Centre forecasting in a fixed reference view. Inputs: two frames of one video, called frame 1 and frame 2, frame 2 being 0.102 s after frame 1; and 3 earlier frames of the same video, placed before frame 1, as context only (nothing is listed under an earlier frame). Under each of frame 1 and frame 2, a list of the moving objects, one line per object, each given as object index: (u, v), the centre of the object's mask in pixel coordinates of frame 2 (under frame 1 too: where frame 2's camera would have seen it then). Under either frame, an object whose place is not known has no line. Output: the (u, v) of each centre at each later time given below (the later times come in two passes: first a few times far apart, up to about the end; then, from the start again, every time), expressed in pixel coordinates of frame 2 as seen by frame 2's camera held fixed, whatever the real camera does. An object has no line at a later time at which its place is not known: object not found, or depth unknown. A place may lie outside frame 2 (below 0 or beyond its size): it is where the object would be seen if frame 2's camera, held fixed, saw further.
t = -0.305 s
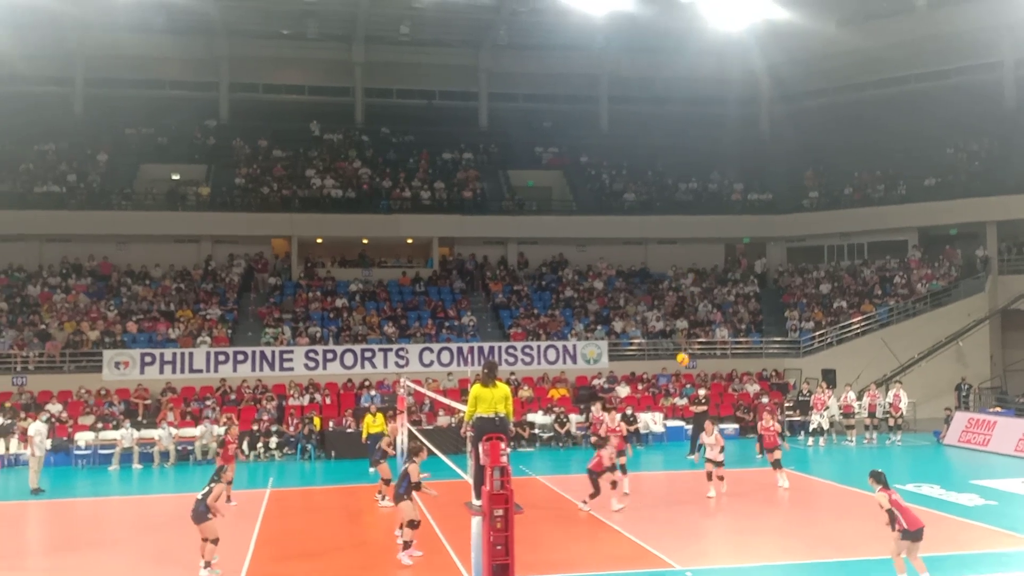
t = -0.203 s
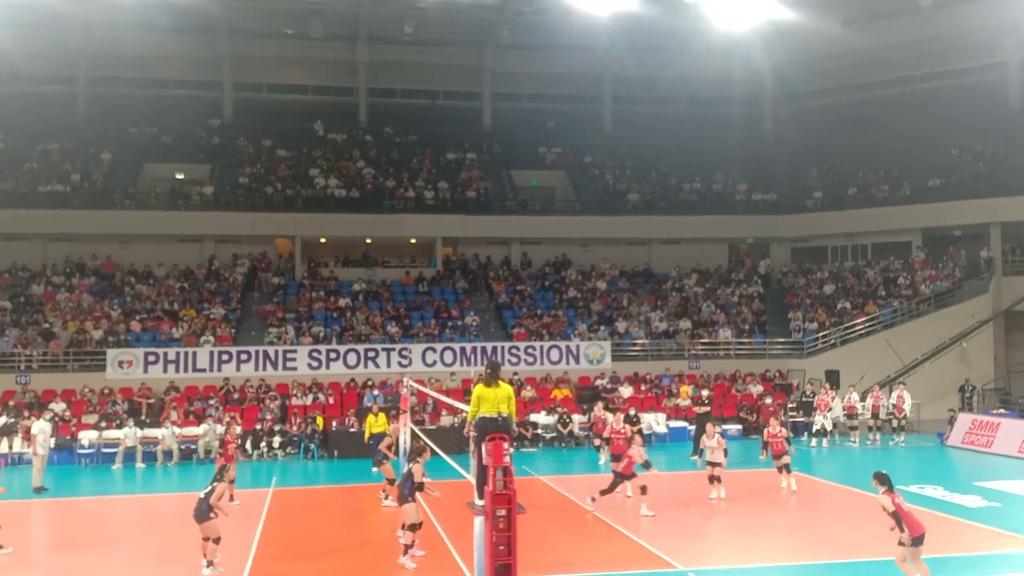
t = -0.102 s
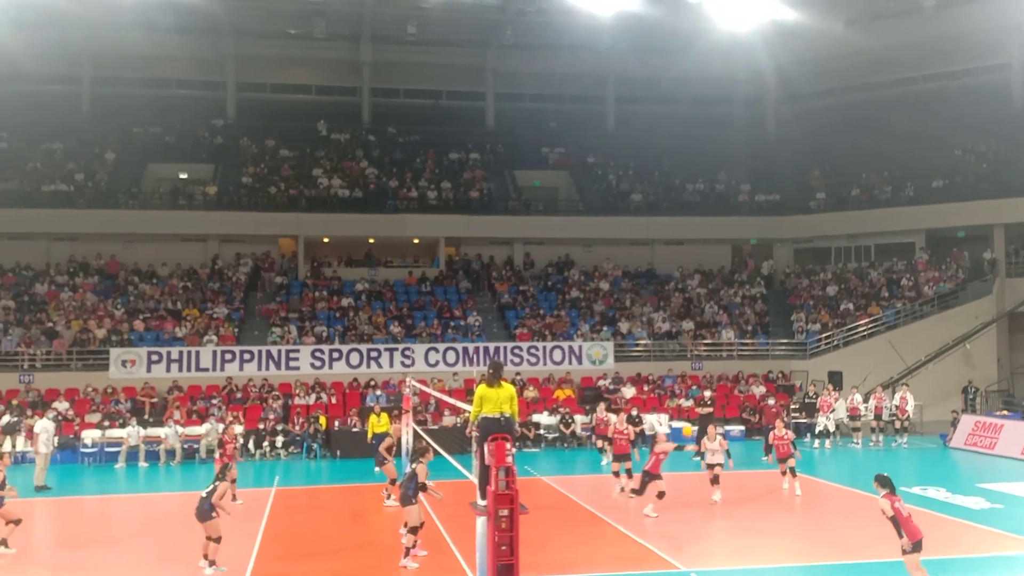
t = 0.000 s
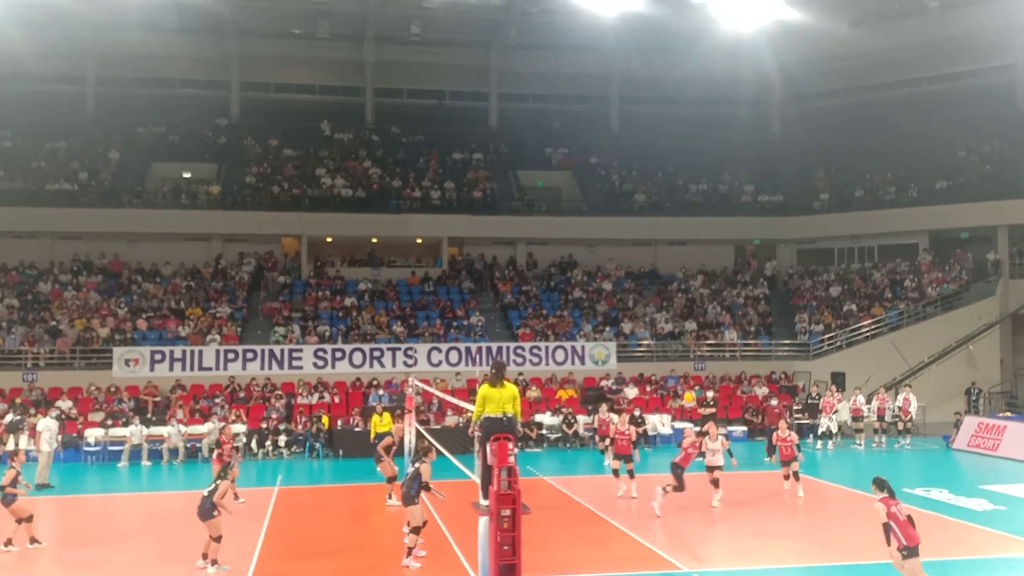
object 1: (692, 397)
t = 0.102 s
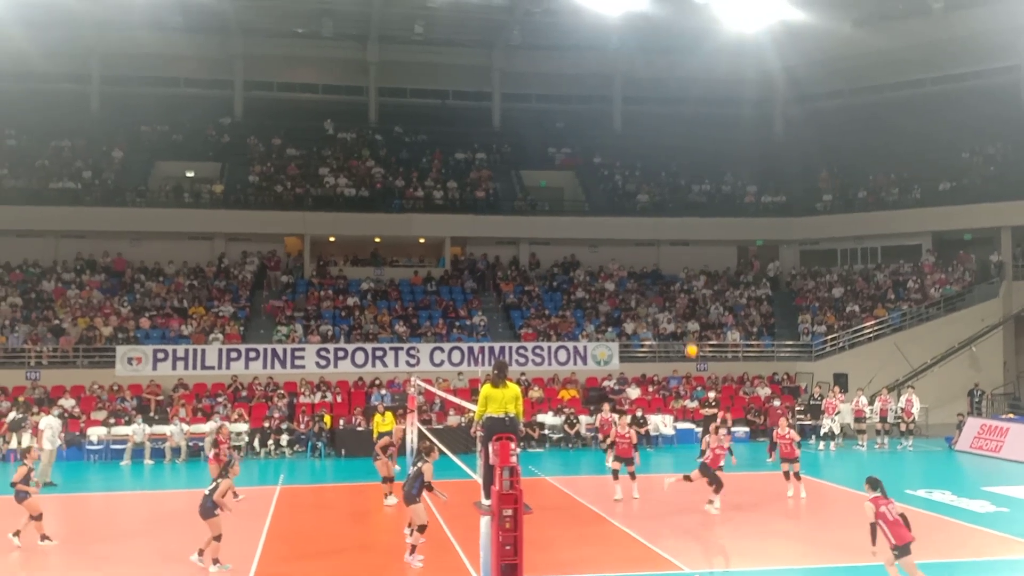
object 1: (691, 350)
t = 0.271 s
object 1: (689, 282)
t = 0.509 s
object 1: (685, 210)
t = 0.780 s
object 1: (679, 163)
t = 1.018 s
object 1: (671, 161)
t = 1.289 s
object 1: (664, 209)
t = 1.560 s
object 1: (658, 314)
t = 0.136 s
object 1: (691, 336)
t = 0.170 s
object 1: (691, 322)
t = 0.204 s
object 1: (690, 308)
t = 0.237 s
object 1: (690, 295)
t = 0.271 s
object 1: (689, 282)
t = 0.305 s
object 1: (688, 271)
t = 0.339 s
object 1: (688, 259)
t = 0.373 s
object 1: (687, 248)
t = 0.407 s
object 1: (687, 238)
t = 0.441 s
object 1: (686, 227)
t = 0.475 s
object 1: (686, 218)
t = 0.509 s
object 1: (685, 210)
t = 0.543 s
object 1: (684, 202)
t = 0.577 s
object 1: (684, 195)
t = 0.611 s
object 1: (683, 188)
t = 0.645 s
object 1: (682, 182)
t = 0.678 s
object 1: (681, 176)
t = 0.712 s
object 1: (681, 171)
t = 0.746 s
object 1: (680, 167)
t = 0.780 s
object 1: (679, 163)
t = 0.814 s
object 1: (678, 161)
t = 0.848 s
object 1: (677, 159)
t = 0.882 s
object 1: (676, 157)
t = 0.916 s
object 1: (675, 156)
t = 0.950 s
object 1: (674, 156)
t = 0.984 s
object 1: (672, 159)
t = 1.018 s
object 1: (671, 161)
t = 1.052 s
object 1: (670, 164)
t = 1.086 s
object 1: (669, 168)
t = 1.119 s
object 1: (668, 173)
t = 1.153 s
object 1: (667, 178)
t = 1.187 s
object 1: (666, 185)
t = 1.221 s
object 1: (665, 192)
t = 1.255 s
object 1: (664, 200)
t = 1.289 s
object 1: (664, 209)
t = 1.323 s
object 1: (663, 218)
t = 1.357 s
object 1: (662, 229)
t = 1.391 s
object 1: (661, 241)
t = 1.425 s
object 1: (660, 254)
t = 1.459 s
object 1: (660, 268)
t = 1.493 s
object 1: (659, 282)
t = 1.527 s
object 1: (659, 297)
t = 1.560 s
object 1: (658, 314)
